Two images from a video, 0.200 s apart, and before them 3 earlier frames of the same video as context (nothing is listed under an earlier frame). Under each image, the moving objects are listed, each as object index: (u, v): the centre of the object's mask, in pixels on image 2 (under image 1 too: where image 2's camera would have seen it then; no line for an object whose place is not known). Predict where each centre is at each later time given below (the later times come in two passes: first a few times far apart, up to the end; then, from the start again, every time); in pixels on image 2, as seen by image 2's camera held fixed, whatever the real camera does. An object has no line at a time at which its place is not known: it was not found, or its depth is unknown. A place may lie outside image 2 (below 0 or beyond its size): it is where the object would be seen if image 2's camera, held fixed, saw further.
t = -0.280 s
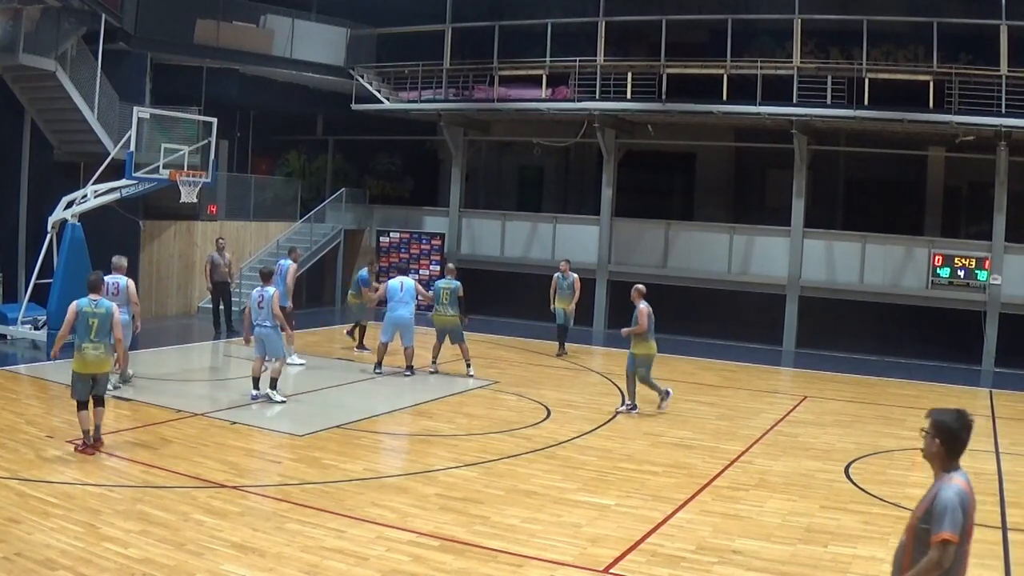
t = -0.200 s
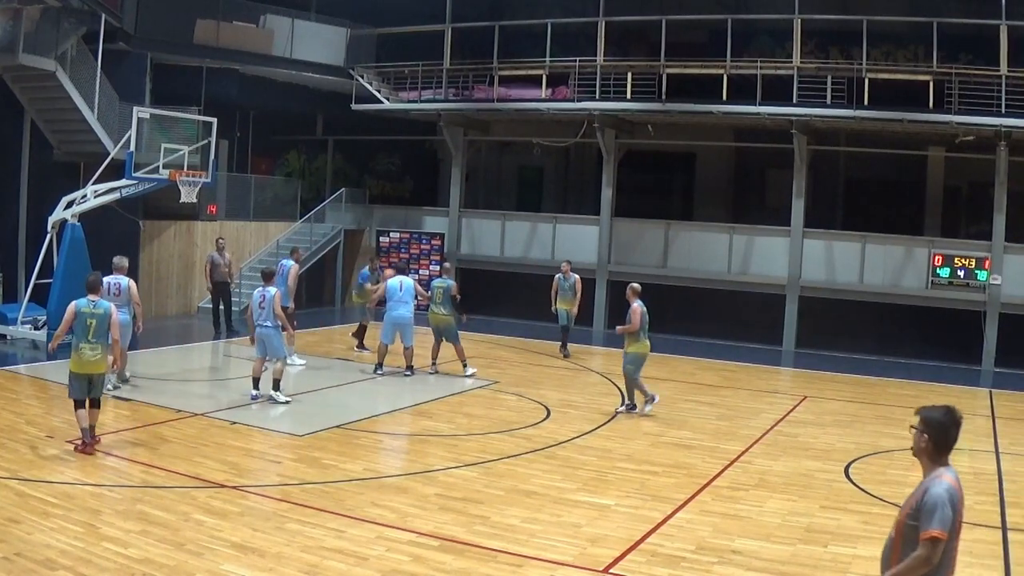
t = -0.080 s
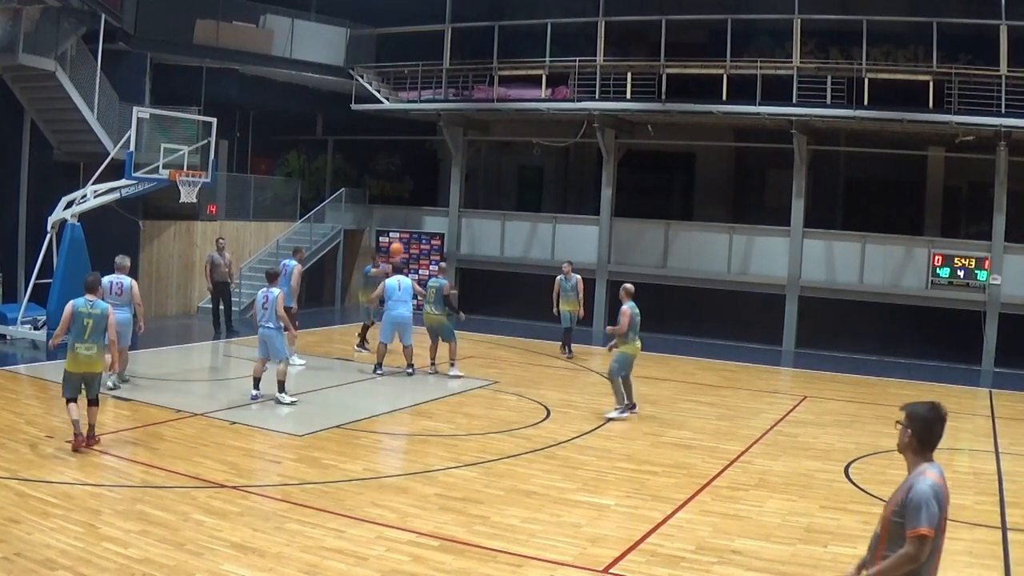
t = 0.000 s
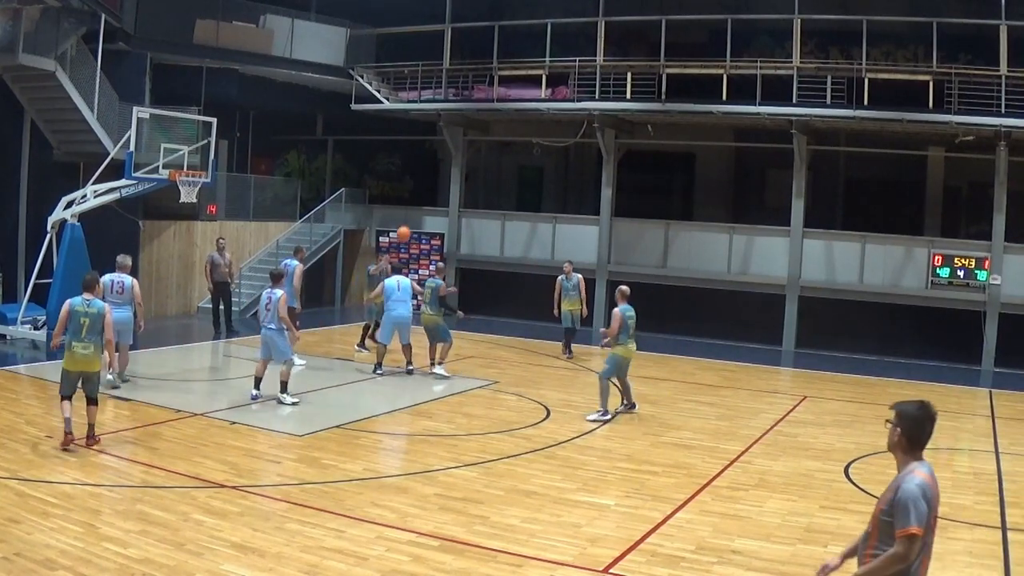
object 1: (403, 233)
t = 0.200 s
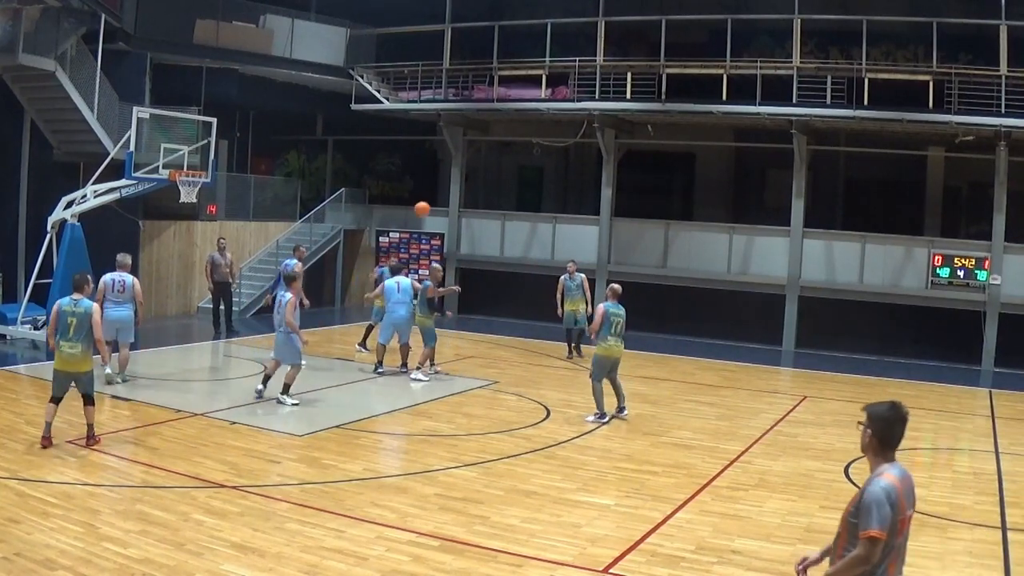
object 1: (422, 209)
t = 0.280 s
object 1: (429, 206)
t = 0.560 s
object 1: (456, 226)
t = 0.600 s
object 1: (461, 234)
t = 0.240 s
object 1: (425, 207)
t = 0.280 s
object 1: (429, 206)
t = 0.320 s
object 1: (433, 205)
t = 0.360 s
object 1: (437, 206)
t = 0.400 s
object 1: (440, 207)
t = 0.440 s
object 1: (444, 210)
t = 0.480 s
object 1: (448, 214)
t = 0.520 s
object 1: (452, 219)
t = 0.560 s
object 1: (456, 226)
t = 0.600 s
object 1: (461, 234)
